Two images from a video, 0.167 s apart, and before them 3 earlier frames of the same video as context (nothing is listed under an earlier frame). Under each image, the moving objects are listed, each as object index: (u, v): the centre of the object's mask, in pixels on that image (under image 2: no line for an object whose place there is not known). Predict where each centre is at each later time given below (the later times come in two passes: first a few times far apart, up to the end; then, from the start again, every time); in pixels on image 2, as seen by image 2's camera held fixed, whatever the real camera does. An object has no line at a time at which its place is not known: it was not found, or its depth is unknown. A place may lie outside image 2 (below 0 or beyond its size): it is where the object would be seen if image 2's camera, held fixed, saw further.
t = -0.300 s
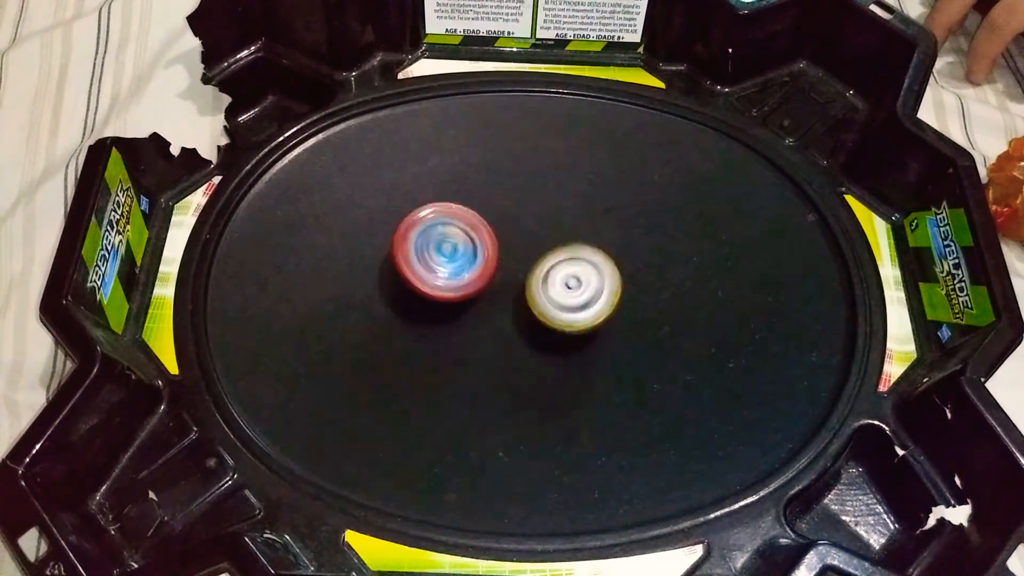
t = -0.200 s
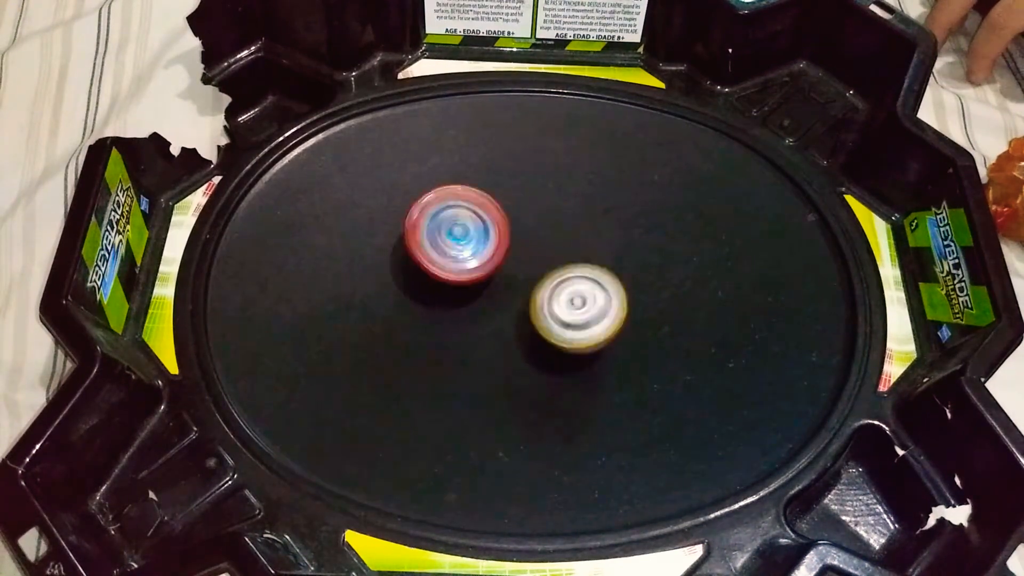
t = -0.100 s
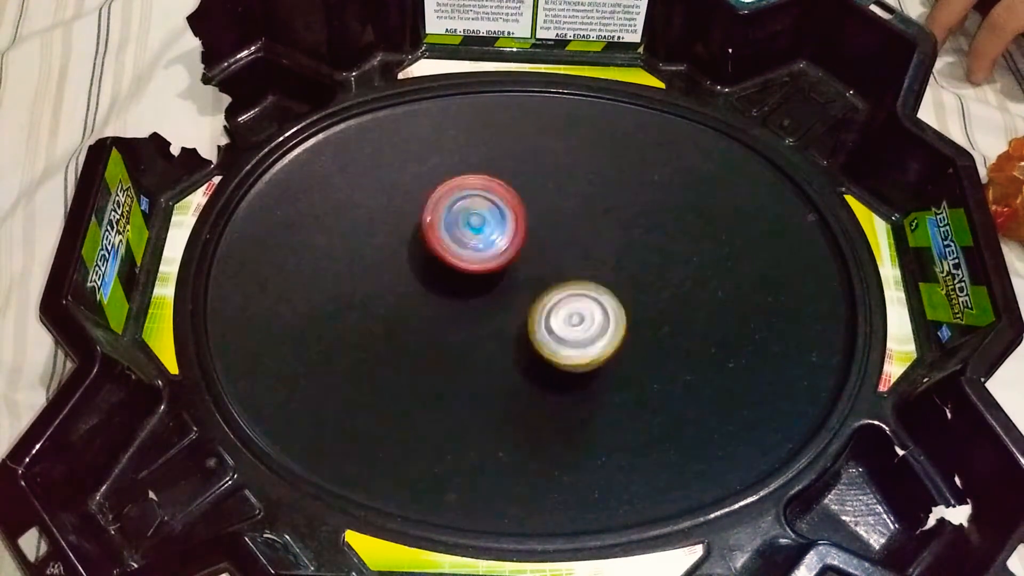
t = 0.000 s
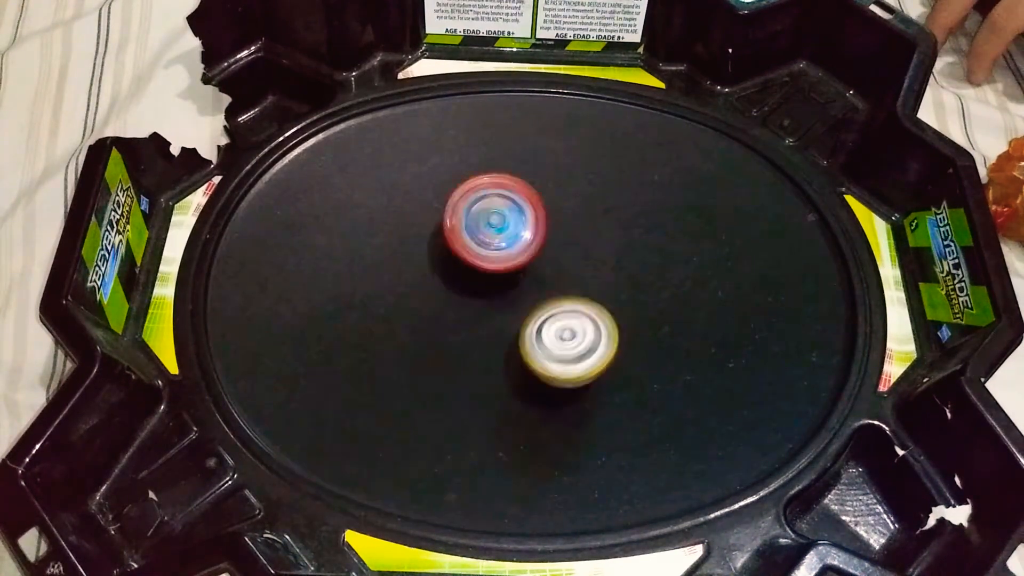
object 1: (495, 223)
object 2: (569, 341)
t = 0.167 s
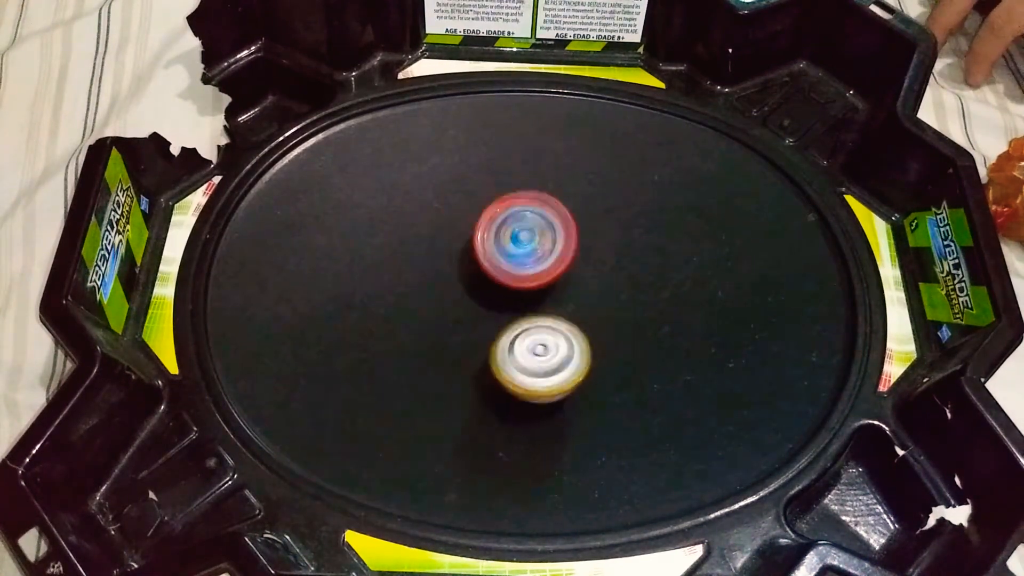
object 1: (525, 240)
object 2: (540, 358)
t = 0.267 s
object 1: (539, 258)
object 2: (519, 359)
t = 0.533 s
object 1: (578, 308)
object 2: (448, 328)
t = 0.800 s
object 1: (575, 350)
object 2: (412, 269)
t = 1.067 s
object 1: (524, 350)
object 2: (416, 228)
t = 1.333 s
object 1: (470, 319)
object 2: (460, 231)
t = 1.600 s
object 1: (429, 337)
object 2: (521, 256)
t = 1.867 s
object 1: (430, 328)
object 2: (553, 329)
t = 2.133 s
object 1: (458, 292)
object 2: (540, 384)
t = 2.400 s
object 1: (489, 263)
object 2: (490, 371)
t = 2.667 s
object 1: (524, 247)
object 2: (436, 302)
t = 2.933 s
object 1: (561, 259)
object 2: (426, 230)
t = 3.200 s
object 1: (560, 305)
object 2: (458, 222)
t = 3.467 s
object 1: (510, 346)
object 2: (496, 253)
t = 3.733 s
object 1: (471, 338)
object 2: (521, 256)
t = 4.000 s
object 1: (470, 316)
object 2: (564, 251)
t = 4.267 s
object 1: (484, 321)
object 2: (585, 287)
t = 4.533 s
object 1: (469, 320)
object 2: (575, 332)
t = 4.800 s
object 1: (475, 287)
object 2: (534, 360)
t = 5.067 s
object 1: (515, 267)
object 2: (482, 367)
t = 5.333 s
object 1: (522, 294)
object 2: (423, 319)
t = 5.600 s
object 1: (514, 324)
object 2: (418, 251)
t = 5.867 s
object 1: (500, 327)
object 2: (481, 237)
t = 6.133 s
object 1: (474, 321)
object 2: (543, 259)
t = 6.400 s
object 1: (458, 320)
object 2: (579, 308)
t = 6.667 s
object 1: (464, 316)
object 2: (548, 353)
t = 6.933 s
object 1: (466, 308)
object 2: (519, 381)
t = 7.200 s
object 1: (466, 306)
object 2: (523, 373)
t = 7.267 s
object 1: (466, 306)
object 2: (523, 373)
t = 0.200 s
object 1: (530, 246)
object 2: (535, 359)
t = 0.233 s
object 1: (535, 252)
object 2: (527, 359)
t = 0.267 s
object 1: (539, 258)
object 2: (519, 359)
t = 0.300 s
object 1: (544, 264)
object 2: (512, 358)
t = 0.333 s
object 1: (549, 271)
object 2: (504, 356)
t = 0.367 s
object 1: (558, 277)
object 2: (491, 355)
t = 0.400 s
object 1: (562, 284)
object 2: (483, 351)
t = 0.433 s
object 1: (567, 290)
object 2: (473, 346)
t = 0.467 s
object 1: (570, 296)
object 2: (463, 341)
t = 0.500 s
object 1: (574, 302)
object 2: (457, 336)
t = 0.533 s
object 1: (578, 308)
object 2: (448, 328)
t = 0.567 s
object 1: (581, 314)
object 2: (440, 322)
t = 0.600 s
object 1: (582, 320)
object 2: (436, 315)
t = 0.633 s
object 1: (583, 325)
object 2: (429, 306)
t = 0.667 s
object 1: (583, 331)
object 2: (423, 299)
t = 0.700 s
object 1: (583, 337)
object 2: (421, 292)
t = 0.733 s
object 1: (581, 342)
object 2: (415, 283)
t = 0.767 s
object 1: (579, 346)
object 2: (412, 276)
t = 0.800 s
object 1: (575, 350)
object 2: (412, 269)
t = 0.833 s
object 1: (571, 353)
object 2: (408, 260)
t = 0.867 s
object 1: (566, 355)
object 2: (407, 255)
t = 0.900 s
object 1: (559, 356)
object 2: (409, 247)
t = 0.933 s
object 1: (553, 356)
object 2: (406, 241)
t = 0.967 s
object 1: (547, 356)
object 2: (409, 238)
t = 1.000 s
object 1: (540, 355)
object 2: (412, 231)
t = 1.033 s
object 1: (532, 353)
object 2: (411, 229)
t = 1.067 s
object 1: (524, 350)
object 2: (416, 228)
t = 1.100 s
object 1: (517, 346)
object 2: (420, 224)
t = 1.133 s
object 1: (511, 343)
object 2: (422, 225)
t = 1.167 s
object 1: (504, 337)
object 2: (429, 226)
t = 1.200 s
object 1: (497, 332)
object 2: (433, 225)
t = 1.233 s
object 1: (491, 326)
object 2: (438, 230)
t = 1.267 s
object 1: (485, 320)
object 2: (446, 233)
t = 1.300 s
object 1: (480, 318)
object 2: (451, 231)
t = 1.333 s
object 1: (470, 319)
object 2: (460, 231)
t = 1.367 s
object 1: (463, 321)
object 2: (470, 227)
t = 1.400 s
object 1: (459, 323)
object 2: (476, 231)
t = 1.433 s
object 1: (452, 326)
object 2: (485, 233)
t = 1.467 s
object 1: (447, 329)
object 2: (491, 235)
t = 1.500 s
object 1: (442, 331)
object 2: (499, 241)
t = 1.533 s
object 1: (437, 334)
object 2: (507, 243)
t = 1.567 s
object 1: (433, 335)
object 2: (512, 251)
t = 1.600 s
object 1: (429, 337)
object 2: (521, 256)
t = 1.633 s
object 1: (426, 338)
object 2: (525, 262)
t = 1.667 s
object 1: (424, 338)
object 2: (535, 271)
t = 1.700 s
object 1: (424, 339)
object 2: (540, 278)
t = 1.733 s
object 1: (424, 337)
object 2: (544, 289)
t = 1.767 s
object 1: (424, 337)
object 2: (551, 298)
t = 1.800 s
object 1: (425, 335)
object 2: (550, 310)
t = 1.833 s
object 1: (427, 332)
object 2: (555, 320)
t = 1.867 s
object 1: (430, 328)
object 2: (553, 329)
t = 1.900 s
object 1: (433, 324)
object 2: (555, 339)
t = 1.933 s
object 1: (437, 319)
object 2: (556, 346)
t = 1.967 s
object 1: (440, 315)
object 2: (554, 355)
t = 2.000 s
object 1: (443, 311)
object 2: (555, 362)
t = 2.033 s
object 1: (446, 306)
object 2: (550, 369)
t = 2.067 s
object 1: (450, 301)
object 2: (549, 375)
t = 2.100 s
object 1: (453, 296)
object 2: (544, 379)
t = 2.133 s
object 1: (458, 292)
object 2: (540, 384)
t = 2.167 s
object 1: (461, 287)
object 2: (536, 385)
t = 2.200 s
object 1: (465, 283)
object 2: (528, 388)
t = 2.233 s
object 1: (470, 280)
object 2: (525, 388)
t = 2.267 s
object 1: (473, 276)
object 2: (515, 387)
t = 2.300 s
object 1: (478, 273)
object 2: (511, 385)
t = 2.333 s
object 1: (481, 270)
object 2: (502, 381)
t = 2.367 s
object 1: (486, 267)
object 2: (497, 377)
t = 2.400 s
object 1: (489, 263)
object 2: (490, 371)
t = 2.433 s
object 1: (494, 259)
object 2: (485, 365)
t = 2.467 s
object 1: (498, 257)
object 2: (480, 357)
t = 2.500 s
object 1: (501, 255)
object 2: (472, 349)
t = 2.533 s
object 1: (504, 253)
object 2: (470, 341)
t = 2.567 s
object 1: (508, 251)
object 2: (461, 330)
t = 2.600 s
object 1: (517, 248)
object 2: (451, 324)
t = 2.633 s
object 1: (522, 248)
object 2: (439, 312)
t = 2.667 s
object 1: (524, 247)
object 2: (436, 302)
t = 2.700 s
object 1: (527, 245)
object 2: (429, 290)
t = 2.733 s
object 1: (532, 244)
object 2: (429, 281)
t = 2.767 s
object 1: (539, 244)
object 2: (424, 268)
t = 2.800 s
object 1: (545, 246)
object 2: (424, 260)
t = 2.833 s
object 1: (549, 247)
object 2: (422, 249)
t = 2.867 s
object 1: (554, 250)
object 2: (424, 243)
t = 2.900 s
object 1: (559, 254)
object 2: (424, 234)
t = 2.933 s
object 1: (561, 259)
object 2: (426, 230)
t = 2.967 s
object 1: (564, 263)
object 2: (428, 223)
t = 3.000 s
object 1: (566, 268)
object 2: (430, 222)
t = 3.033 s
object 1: (568, 274)
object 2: (436, 217)
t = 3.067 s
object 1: (568, 281)
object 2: (438, 217)
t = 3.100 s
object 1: (568, 288)
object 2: (445, 214)
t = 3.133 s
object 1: (565, 294)
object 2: (448, 217)
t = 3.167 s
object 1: (563, 300)
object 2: (456, 218)
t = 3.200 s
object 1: (560, 305)
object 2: (458, 222)
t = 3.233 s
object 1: (557, 310)
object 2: (466, 225)
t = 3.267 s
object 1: (552, 315)
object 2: (469, 231)
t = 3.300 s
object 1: (546, 318)
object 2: (478, 236)
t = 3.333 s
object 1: (540, 322)
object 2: (480, 244)
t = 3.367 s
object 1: (534, 328)
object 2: (489, 246)
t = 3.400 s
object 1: (525, 338)
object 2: (491, 246)
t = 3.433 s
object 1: (517, 343)
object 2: (497, 249)
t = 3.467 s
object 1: (510, 346)
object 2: (496, 253)
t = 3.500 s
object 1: (505, 348)
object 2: (500, 254)
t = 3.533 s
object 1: (500, 349)
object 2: (500, 257)
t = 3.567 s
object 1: (495, 349)
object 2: (505, 259)
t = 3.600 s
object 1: (487, 351)
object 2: (509, 257)
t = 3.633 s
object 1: (480, 349)
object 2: (515, 255)
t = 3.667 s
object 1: (475, 346)
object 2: (514, 256)
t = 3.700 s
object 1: (472, 342)
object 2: (518, 253)
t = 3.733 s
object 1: (471, 338)
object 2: (521, 256)
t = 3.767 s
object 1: (471, 335)
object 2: (519, 254)
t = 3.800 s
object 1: (471, 332)
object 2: (525, 255)
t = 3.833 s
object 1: (469, 330)
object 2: (530, 255)
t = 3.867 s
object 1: (464, 330)
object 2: (544, 254)
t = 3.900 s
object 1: (461, 327)
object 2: (548, 253)
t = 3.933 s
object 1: (461, 323)
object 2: (555, 251)
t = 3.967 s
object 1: (464, 319)
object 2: (559, 253)
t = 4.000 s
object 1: (470, 316)
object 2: (564, 251)
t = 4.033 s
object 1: (475, 314)
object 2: (567, 256)
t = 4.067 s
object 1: (479, 315)
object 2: (570, 256)
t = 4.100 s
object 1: (482, 316)
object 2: (575, 261)
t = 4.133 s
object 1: (484, 315)
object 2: (573, 265)
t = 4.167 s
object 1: (486, 316)
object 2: (577, 268)
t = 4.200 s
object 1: (489, 317)
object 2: (577, 273)
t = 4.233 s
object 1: (486, 320)
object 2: (584, 279)
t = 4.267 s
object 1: (484, 321)
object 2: (585, 287)
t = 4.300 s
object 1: (485, 321)
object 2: (584, 290)
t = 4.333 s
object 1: (487, 321)
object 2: (588, 295)
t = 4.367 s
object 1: (486, 324)
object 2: (586, 302)
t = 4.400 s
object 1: (478, 326)
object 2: (588, 307)
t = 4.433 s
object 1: (474, 325)
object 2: (586, 315)
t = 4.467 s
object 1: (472, 325)
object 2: (581, 321)
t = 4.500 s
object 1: (469, 322)
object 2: (577, 326)
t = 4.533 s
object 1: (469, 320)
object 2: (575, 332)
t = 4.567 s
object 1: (466, 318)
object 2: (571, 337)
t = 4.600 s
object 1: (465, 314)
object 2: (566, 341)
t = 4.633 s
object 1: (465, 311)
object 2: (562, 343)
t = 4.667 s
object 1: (466, 310)
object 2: (559, 345)
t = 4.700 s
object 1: (468, 307)
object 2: (552, 347)
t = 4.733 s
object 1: (468, 300)
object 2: (545, 350)
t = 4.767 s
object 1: (470, 295)
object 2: (541, 356)
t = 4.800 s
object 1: (475, 287)
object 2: (534, 360)
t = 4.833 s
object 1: (478, 281)
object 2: (532, 362)
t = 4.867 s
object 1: (483, 279)
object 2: (529, 364)
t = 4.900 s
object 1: (487, 277)
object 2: (523, 364)
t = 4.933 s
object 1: (491, 276)
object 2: (517, 364)
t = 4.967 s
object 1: (497, 274)
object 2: (509, 365)
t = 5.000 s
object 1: (502, 273)
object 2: (501, 365)
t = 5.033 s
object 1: (510, 269)
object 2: (492, 367)
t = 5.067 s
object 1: (515, 267)
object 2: (482, 367)
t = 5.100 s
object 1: (521, 267)
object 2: (473, 365)
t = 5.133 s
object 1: (524, 268)
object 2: (464, 362)
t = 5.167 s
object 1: (526, 269)
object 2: (455, 358)
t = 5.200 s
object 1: (527, 273)
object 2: (447, 352)
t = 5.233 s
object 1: (528, 276)
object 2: (440, 345)
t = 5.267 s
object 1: (528, 281)
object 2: (434, 337)
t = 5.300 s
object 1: (526, 286)
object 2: (427, 328)
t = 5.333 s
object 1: (522, 294)
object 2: (423, 319)
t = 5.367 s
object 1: (523, 298)
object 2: (417, 311)
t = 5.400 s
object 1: (525, 305)
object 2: (410, 300)
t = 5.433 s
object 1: (526, 308)
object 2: (406, 290)
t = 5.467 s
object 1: (526, 311)
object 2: (407, 281)
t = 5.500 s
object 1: (528, 315)
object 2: (408, 273)
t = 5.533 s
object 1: (527, 319)
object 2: (409, 264)
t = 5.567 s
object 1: (521, 323)
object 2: (413, 256)
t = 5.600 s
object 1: (514, 324)
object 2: (418, 251)
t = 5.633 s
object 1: (509, 324)
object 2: (422, 246)
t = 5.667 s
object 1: (506, 323)
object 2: (428, 240)
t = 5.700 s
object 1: (507, 323)
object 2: (438, 239)
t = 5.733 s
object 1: (508, 324)
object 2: (445, 240)
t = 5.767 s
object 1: (506, 324)
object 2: (451, 239)
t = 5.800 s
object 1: (504, 324)
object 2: (462, 239)
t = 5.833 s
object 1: (501, 325)
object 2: (472, 238)
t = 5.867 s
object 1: (500, 327)
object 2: (481, 237)
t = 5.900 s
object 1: (498, 328)
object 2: (490, 239)
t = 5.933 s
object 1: (494, 328)
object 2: (497, 239)
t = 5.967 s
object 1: (490, 327)
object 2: (504, 240)
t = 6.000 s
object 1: (488, 325)
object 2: (511, 242)
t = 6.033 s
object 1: (484, 324)
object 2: (518, 243)
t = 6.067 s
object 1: (480, 323)
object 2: (526, 247)
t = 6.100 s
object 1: (477, 323)
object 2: (536, 253)
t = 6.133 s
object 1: (474, 321)
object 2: (543, 259)
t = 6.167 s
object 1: (469, 321)
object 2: (550, 263)
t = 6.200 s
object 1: (465, 320)
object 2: (558, 268)
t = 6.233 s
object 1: (463, 321)
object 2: (565, 275)
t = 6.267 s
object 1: (460, 321)
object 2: (569, 283)
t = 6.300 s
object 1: (456, 321)
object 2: (571, 289)
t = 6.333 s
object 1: (454, 322)
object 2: (573, 295)
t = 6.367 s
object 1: (455, 321)
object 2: (578, 300)
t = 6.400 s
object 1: (458, 320)
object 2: (579, 308)
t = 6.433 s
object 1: (460, 320)
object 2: (578, 315)
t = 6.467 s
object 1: (462, 320)
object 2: (577, 321)
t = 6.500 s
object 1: (463, 320)
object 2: (573, 326)
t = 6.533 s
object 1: (465, 320)
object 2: (570, 330)
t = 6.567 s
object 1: (466, 320)
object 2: (566, 335)
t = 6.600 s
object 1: (466, 318)
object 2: (561, 340)
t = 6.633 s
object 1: (463, 316)
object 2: (555, 347)
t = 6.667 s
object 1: (464, 316)
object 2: (548, 353)
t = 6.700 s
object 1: (466, 314)
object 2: (541, 357)
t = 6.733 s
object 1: (466, 313)
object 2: (535, 363)
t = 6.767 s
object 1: (464, 311)
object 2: (529, 370)
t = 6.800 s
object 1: (464, 309)
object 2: (524, 375)
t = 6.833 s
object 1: (465, 307)
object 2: (520, 379)
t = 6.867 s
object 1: (467, 306)
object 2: (518, 382)
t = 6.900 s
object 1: (466, 307)
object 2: (518, 382)
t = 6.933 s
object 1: (466, 308)
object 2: (519, 381)
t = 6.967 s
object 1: (466, 308)
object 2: (522, 378)
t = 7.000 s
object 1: (466, 307)
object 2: (524, 375)
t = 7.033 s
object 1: (467, 306)
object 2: (525, 373)
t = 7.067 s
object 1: (466, 306)
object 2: (525, 373)
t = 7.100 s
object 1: (466, 306)
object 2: (524, 373)
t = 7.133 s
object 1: (466, 306)
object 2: (522, 373)
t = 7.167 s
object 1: (466, 306)
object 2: (522, 373)
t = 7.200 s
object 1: (466, 306)
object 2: (523, 373)
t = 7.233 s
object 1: (466, 306)
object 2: (523, 373)
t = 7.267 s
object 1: (466, 306)
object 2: (523, 373)
